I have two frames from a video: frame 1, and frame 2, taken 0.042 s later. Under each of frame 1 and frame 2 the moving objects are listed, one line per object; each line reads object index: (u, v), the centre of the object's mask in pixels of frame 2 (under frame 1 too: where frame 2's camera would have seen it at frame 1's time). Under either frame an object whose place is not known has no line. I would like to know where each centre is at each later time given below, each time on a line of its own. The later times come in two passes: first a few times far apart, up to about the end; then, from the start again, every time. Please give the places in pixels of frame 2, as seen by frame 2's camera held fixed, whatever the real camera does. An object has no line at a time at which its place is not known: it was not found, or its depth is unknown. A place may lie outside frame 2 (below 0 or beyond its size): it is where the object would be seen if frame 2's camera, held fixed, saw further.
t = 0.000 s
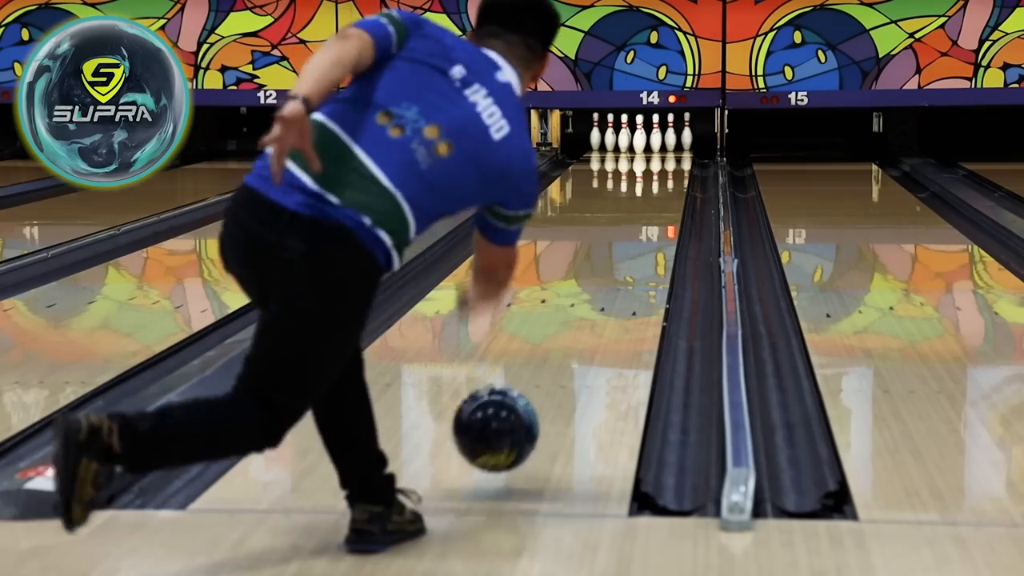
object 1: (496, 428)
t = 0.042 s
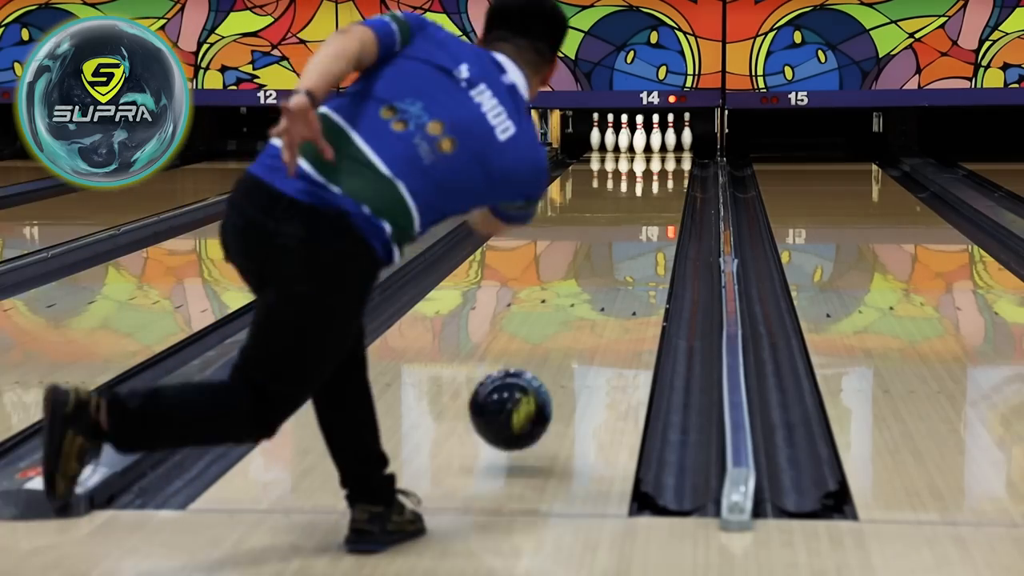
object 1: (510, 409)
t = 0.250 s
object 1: (567, 353)
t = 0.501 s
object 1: (609, 294)
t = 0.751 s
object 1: (636, 254)
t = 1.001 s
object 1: (654, 225)
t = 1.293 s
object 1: (668, 200)
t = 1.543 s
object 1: (675, 183)
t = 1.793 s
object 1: (677, 170)
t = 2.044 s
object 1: (674, 160)
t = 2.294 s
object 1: (664, 152)
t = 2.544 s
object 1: (653, 145)
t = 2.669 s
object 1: (652, 142)
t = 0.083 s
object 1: (524, 397)
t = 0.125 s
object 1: (536, 393)
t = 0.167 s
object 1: (548, 379)
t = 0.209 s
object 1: (558, 365)
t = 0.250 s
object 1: (567, 353)
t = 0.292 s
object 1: (575, 341)
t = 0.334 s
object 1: (583, 330)
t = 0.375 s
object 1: (590, 320)
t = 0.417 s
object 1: (597, 311)
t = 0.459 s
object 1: (603, 302)
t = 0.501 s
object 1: (609, 294)
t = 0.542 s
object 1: (614, 286)
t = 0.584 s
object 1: (619, 279)
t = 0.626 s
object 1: (624, 272)
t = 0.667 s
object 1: (628, 265)
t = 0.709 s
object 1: (632, 259)
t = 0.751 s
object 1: (636, 254)
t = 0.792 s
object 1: (639, 248)
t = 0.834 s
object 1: (643, 243)
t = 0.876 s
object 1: (646, 239)
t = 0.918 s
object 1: (648, 234)
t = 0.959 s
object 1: (651, 229)
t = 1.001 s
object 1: (654, 225)
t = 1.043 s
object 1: (657, 221)
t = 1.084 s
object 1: (659, 217)
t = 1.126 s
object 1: (661, 213)
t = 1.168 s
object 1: (663, 209)
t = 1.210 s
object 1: (665, 206)
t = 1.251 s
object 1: (666, 203)
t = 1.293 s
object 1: (668, 200)
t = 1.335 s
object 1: (670, 197)
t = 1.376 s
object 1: (671, 194)
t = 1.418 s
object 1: (672, 192)
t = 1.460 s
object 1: (673, 189)
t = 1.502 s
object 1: (674, 186)
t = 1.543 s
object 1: (675, 183)
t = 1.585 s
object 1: (676, 181)
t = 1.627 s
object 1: (676, 179)
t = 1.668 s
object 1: (676, 177)
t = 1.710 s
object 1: (677, 175)
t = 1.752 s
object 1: (677, 173)
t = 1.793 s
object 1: (677, 170)
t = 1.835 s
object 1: (677, 169)
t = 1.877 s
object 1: (677, 167)
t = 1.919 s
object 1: (676, 165)
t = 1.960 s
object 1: (676, 163)
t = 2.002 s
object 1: (675, 162)
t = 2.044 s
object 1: (674, 160)
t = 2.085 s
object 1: (673, 158)
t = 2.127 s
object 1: (671, 156)
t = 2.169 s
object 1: (670, 155)
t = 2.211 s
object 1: (668, 154)
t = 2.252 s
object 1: (666, 153)
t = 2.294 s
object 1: (664, 152)
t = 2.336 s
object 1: (662, 150)
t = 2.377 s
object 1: (661, 149)
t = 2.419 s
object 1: (659, 148)
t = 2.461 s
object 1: (657, 147)
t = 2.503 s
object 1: (655, 146)
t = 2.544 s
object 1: (653, 145)
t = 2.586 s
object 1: (651, 144)
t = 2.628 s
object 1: (651, 143)
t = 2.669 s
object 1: (652, 142)
